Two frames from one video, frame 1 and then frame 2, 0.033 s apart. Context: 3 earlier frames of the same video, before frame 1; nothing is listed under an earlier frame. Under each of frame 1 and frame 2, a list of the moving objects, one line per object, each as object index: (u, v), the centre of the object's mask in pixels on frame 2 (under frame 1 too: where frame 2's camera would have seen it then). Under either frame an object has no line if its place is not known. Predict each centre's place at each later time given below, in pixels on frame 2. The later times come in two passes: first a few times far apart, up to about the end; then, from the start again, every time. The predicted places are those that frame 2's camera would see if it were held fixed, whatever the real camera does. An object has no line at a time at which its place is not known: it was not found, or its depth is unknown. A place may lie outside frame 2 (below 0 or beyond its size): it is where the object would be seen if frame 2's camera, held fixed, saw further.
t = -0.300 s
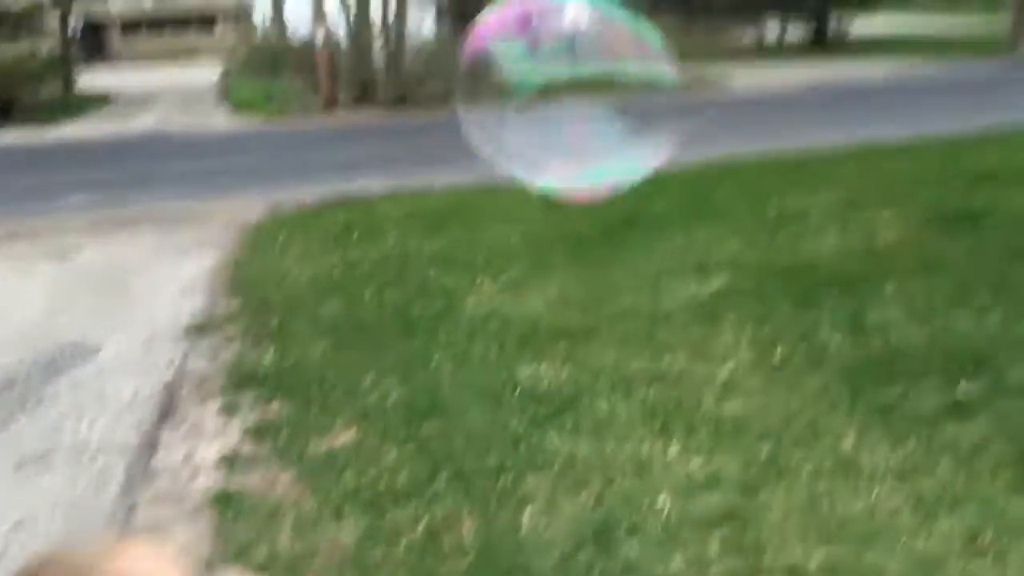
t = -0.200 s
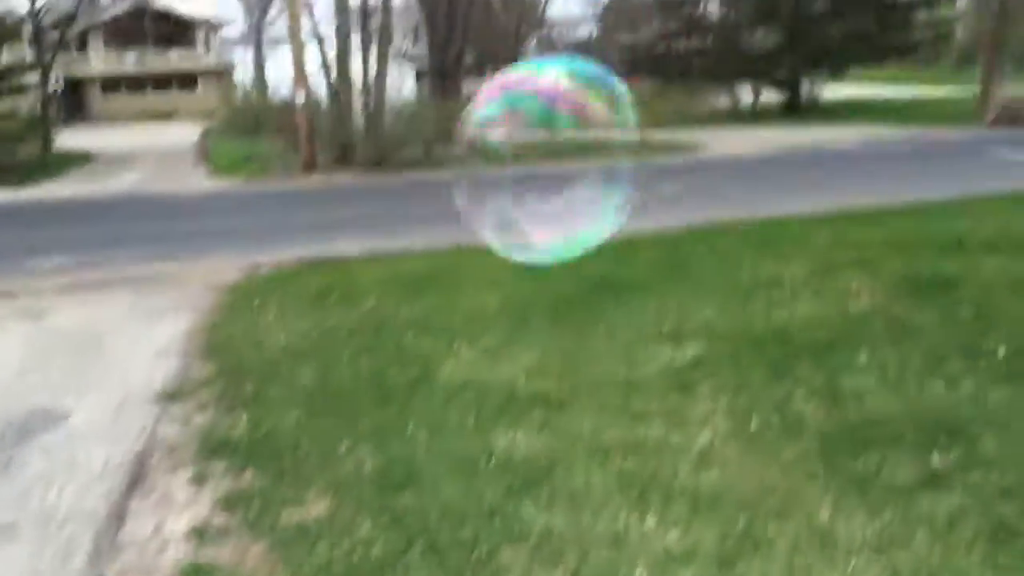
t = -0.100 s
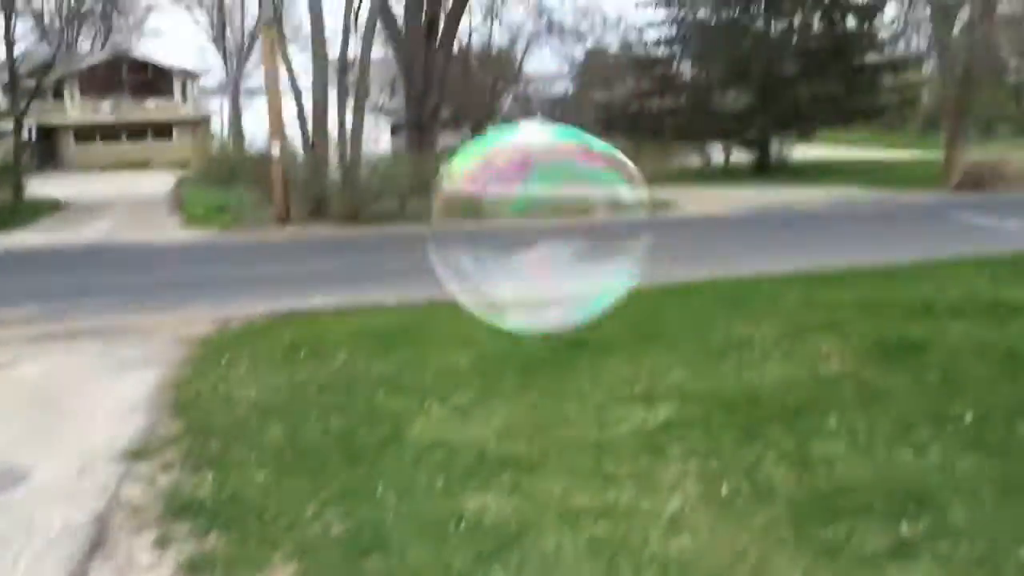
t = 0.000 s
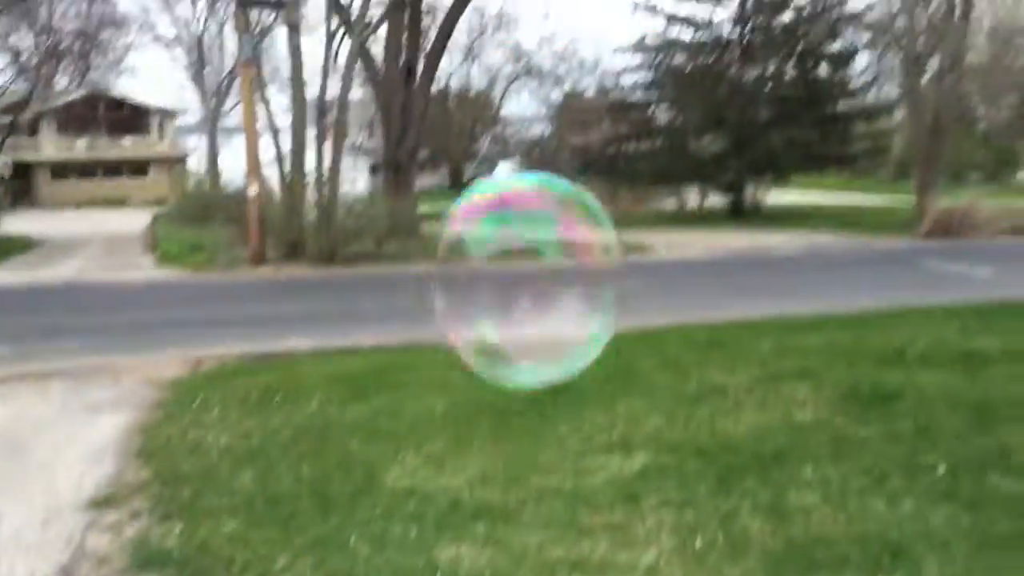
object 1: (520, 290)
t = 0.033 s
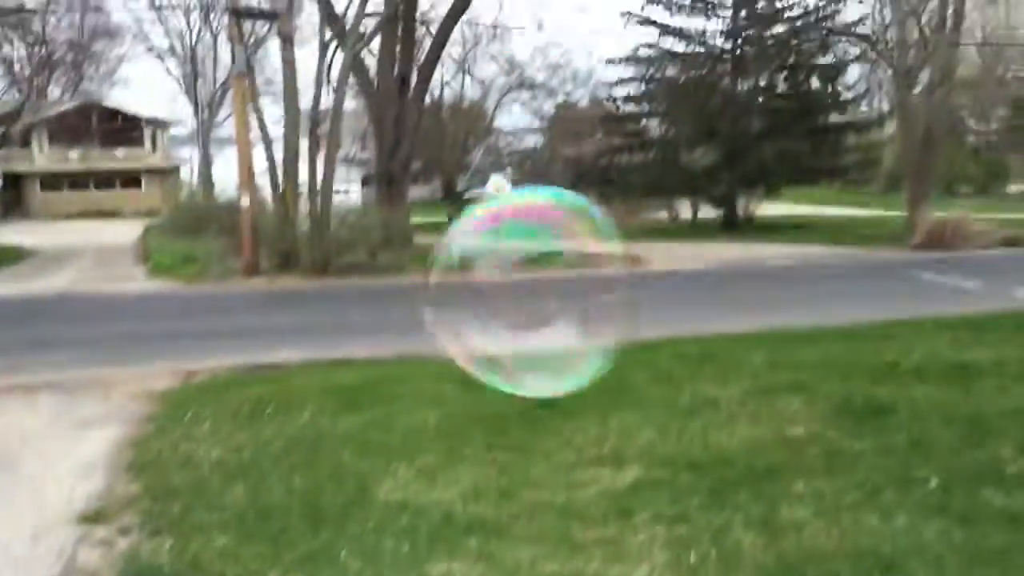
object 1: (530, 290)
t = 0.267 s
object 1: (565, 253)
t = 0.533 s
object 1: (528, 135)
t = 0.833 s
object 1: (437, 120)
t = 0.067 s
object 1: (539, 292)
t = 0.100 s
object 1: (546, 290)
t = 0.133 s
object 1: (550, 287)
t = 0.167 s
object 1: (551, 279)
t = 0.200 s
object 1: (556, 271)
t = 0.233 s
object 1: (560, 262)
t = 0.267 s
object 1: (565, 253)
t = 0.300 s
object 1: (561, 241)
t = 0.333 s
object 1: (562, 226)
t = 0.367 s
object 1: (558, 207)
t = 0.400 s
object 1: (556, 195)
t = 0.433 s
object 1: (554, 179)
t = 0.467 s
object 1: (548, 163)
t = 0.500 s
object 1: (538, 150)
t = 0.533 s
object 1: (528, 135)
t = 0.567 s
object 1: (515, 125)
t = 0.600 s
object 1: (506, 114)
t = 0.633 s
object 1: (484, 119)
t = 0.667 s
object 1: (484, 107)
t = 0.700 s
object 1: (469, 105)
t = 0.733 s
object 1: (460, 104)
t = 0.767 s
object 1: (450, 110)
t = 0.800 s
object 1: (440, 114)
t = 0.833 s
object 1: (437, 120)
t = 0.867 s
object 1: (419, 130)
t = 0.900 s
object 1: (397, 140)
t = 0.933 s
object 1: (392, 152)
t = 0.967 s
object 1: (385, 163)
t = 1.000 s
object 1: (374, 175)
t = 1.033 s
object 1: (363, 190)
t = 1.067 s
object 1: (352, 206)
